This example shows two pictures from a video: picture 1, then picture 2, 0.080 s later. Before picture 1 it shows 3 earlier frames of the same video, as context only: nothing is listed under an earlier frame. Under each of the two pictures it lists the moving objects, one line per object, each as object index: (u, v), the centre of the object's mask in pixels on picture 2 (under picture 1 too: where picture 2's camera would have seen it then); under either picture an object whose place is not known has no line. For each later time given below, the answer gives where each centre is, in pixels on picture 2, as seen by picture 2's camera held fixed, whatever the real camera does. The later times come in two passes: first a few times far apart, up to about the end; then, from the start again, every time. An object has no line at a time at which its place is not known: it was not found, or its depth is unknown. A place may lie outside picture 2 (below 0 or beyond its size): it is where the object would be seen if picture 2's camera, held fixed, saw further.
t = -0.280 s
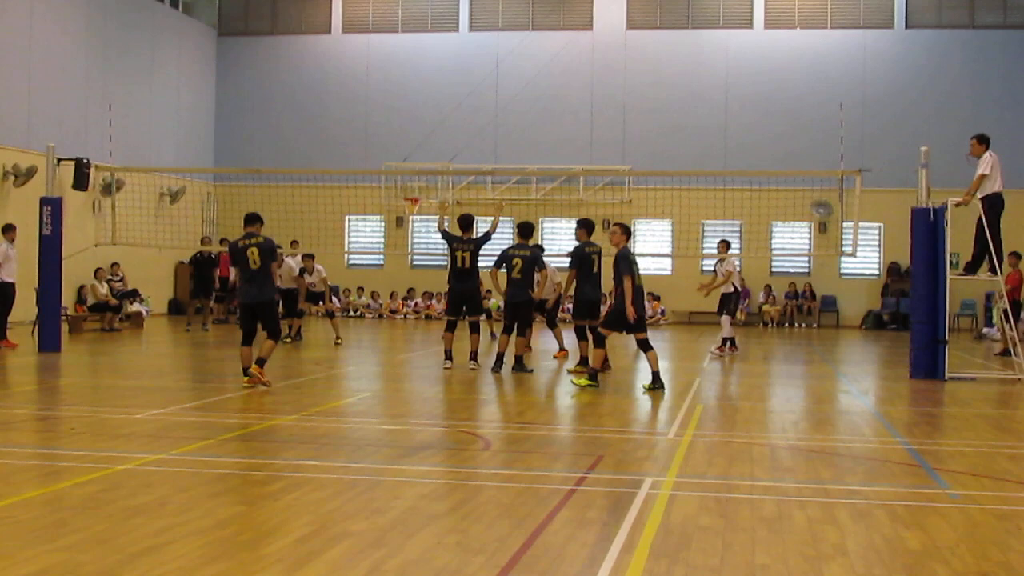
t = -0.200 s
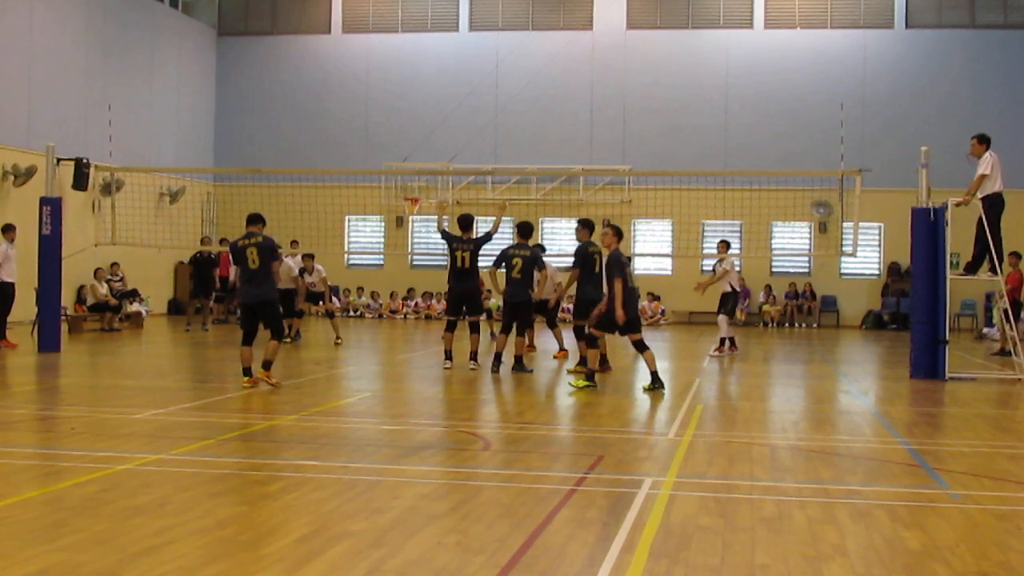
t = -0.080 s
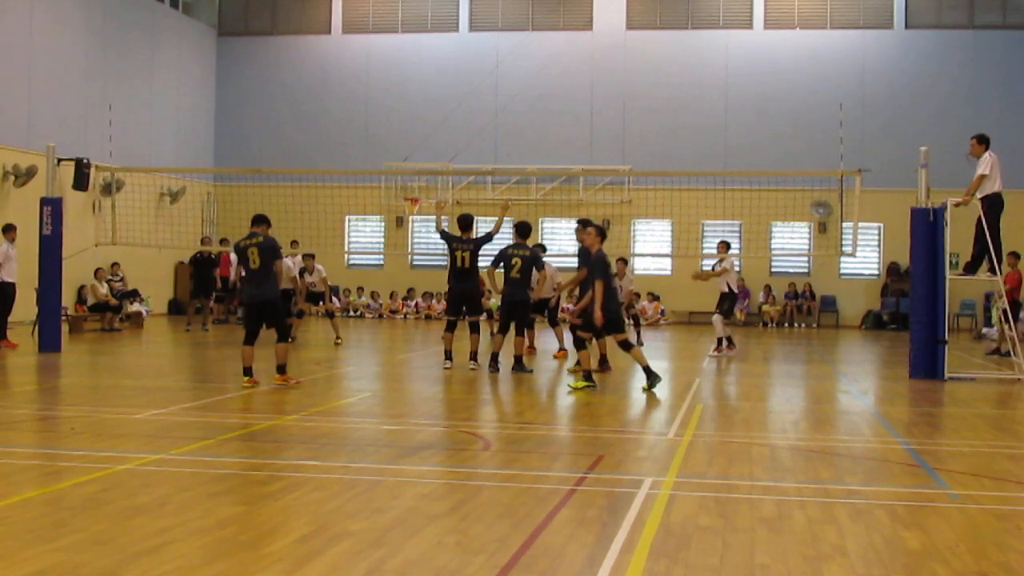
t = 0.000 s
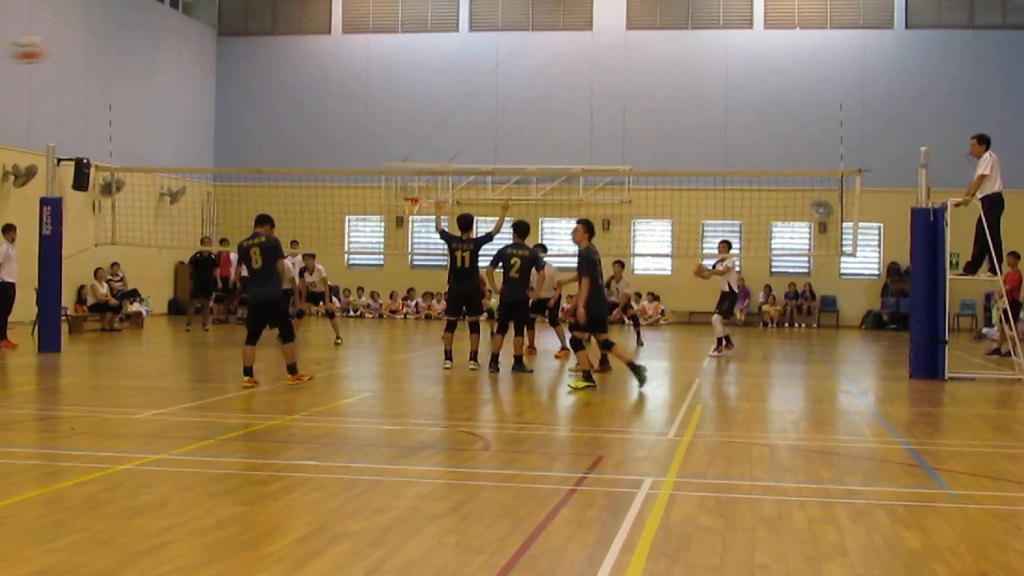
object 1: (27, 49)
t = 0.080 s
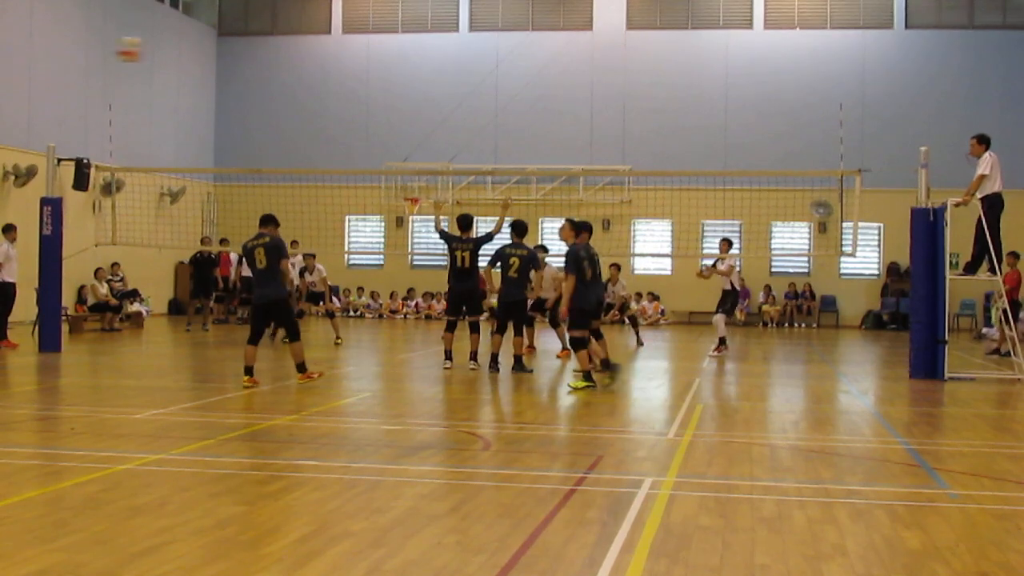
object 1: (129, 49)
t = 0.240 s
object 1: (281, 60)
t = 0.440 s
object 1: (413, 93)
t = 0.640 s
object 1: (504, 147)
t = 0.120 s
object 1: (172, 49)
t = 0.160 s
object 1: (213, 52)
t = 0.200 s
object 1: (246, 55)
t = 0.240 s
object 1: (281, 60)
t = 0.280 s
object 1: (311, 66)
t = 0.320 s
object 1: (340, 71)
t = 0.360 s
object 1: (366, 76)
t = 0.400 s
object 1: (391, 84)
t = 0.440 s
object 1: (413, 93)
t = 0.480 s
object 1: (433, 101)
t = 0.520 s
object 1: (453, 112)
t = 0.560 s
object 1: (470, 123)
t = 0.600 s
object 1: (488, 135)
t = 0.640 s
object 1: (504, 147)
